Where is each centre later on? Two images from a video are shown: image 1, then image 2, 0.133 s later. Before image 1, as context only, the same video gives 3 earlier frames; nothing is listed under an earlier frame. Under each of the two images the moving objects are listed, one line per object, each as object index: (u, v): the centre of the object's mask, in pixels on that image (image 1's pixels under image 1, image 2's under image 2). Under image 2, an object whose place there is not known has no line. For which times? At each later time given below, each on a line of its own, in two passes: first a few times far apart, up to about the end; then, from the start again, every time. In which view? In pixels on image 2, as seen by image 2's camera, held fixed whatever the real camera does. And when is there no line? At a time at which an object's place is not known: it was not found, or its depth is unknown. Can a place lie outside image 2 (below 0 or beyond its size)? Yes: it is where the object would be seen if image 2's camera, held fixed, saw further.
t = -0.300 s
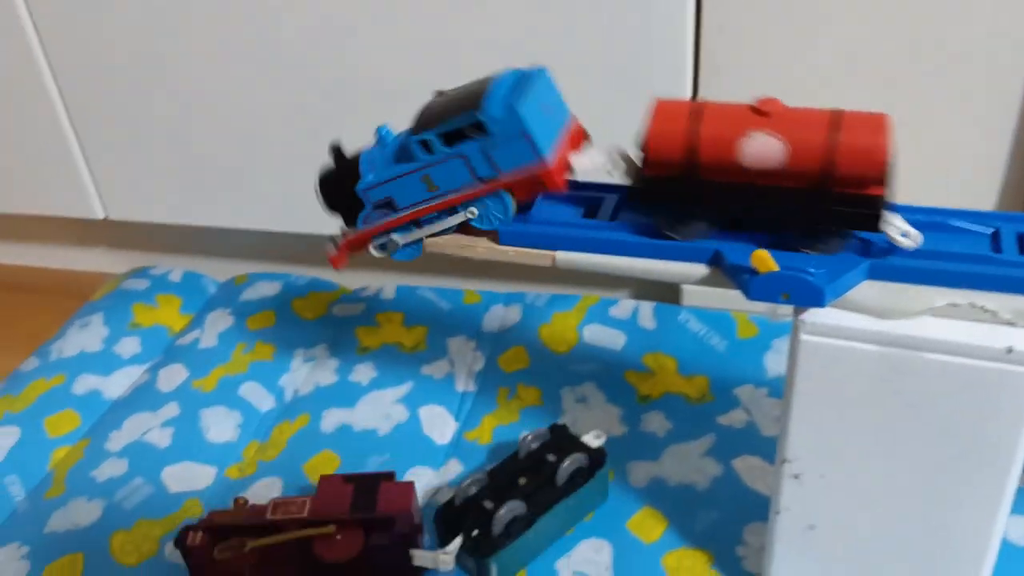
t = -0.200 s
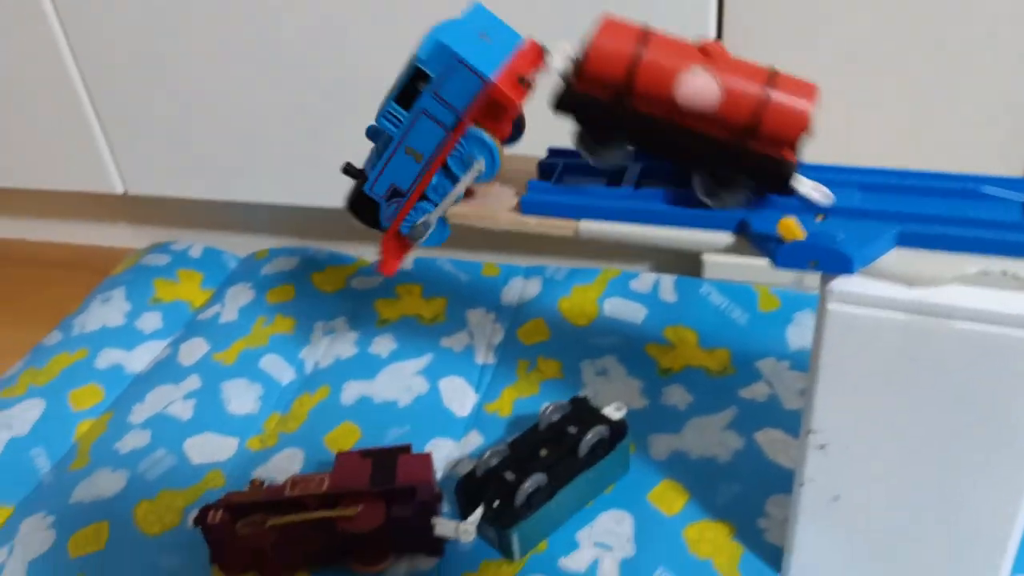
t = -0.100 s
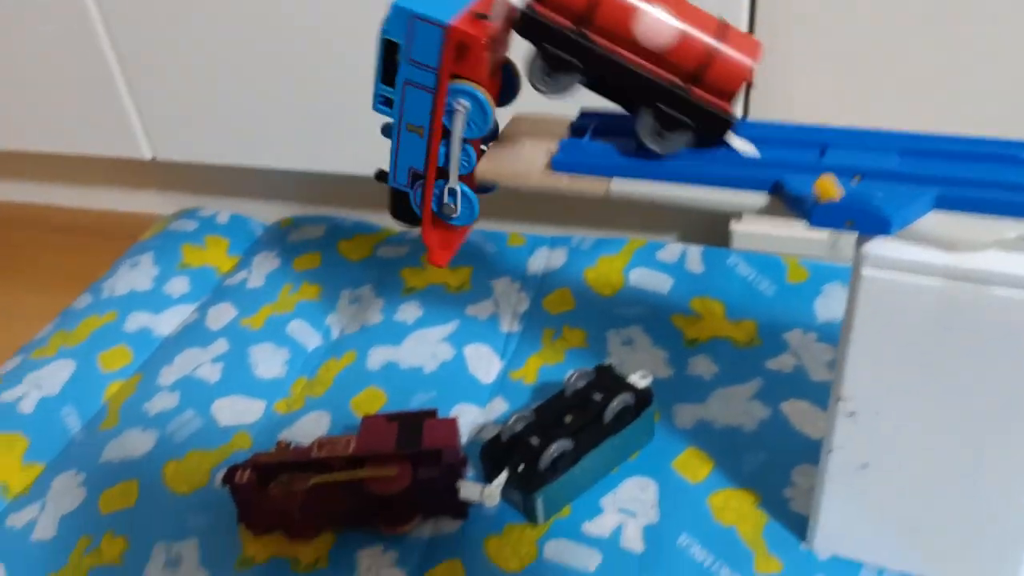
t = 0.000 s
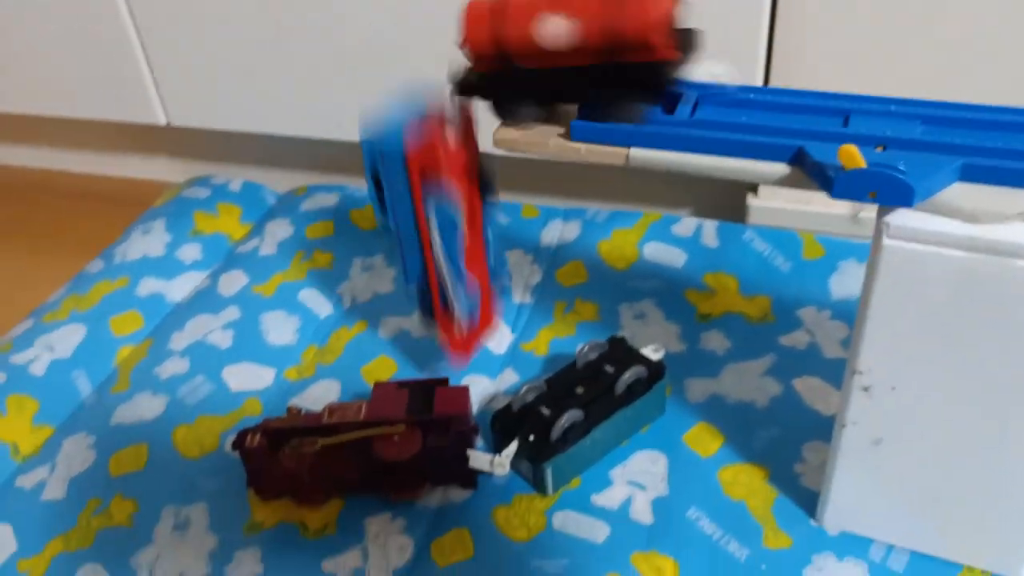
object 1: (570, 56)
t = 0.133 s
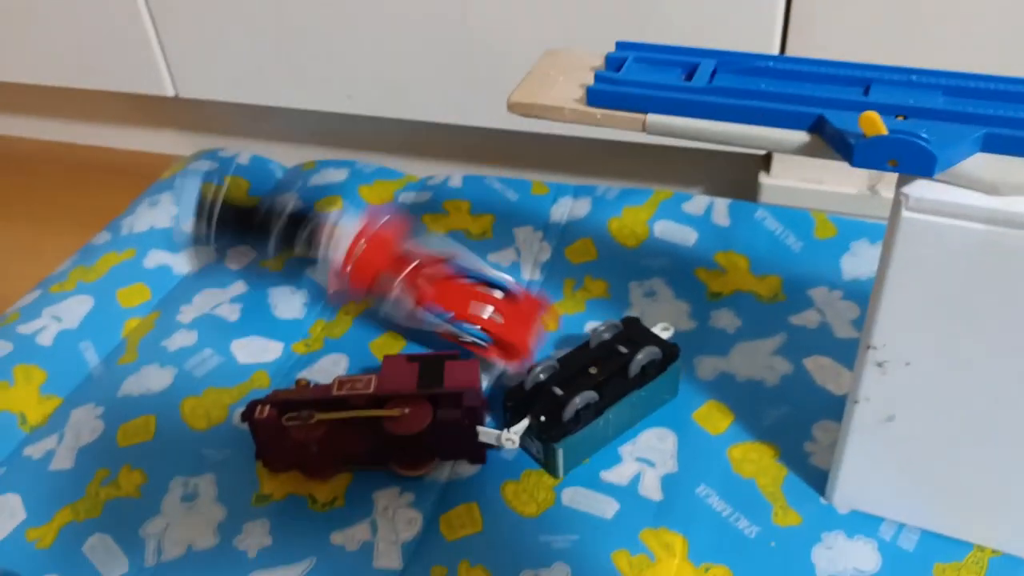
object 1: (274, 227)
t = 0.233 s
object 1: (221, 293)
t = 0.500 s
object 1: (219, 300)
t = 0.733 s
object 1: (219, 300)
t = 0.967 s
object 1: (218, 300)
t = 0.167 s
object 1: (248, 277)
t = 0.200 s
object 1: (233, 280)
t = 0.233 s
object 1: (221, 293)
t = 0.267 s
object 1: (222, 302)
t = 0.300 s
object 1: (222, 301)
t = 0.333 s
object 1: (219, 301)
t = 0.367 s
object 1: (219, 301)
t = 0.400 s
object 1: (219, 300)
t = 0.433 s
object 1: (219, 300)
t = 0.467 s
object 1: (219, 300)
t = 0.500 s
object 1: (219, 300)
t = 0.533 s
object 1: (218, 300)
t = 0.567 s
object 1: (219, 300)
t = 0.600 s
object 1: (219, 300)
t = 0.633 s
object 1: (218, 300)
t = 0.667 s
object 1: (219, 300)
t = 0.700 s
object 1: (219, 300)
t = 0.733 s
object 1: (219, 300)
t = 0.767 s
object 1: (220, 300)
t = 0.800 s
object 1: (218, 300)
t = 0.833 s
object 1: (219, 300)
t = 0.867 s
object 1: (219, 300)
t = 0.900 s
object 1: (219, 300)
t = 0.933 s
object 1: (218, 300)
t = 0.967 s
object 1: (218, 300)
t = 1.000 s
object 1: (219, 300)
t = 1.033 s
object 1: (219, 300)
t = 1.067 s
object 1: (219, 300)
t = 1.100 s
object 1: (218, 300)
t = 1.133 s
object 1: (218, 300)
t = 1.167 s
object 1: (219, 300)
